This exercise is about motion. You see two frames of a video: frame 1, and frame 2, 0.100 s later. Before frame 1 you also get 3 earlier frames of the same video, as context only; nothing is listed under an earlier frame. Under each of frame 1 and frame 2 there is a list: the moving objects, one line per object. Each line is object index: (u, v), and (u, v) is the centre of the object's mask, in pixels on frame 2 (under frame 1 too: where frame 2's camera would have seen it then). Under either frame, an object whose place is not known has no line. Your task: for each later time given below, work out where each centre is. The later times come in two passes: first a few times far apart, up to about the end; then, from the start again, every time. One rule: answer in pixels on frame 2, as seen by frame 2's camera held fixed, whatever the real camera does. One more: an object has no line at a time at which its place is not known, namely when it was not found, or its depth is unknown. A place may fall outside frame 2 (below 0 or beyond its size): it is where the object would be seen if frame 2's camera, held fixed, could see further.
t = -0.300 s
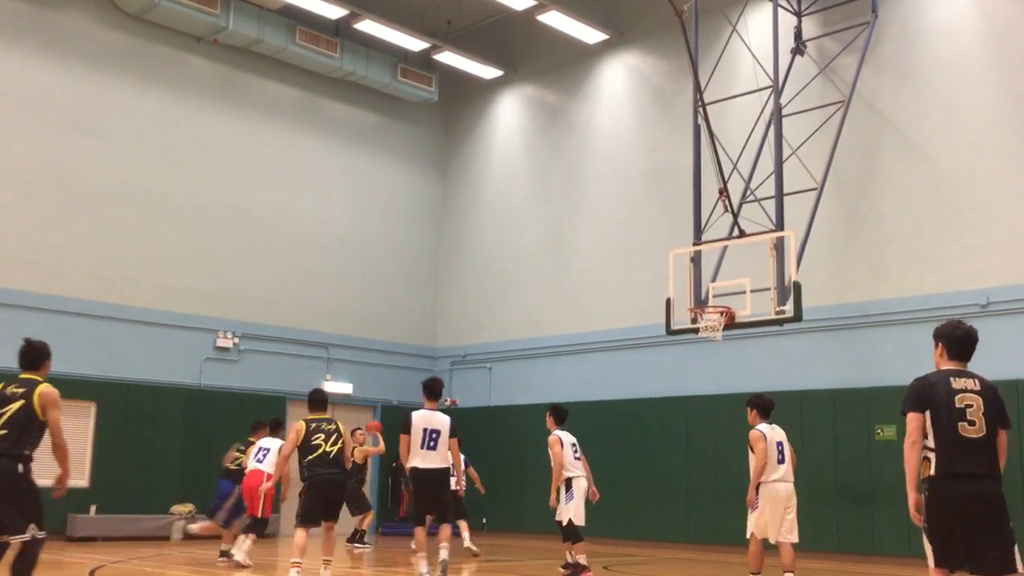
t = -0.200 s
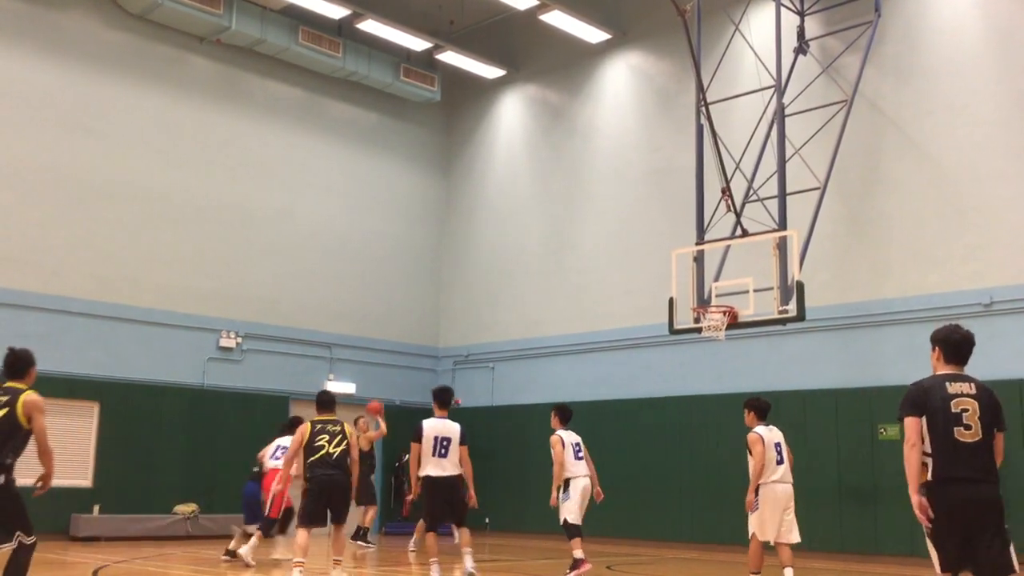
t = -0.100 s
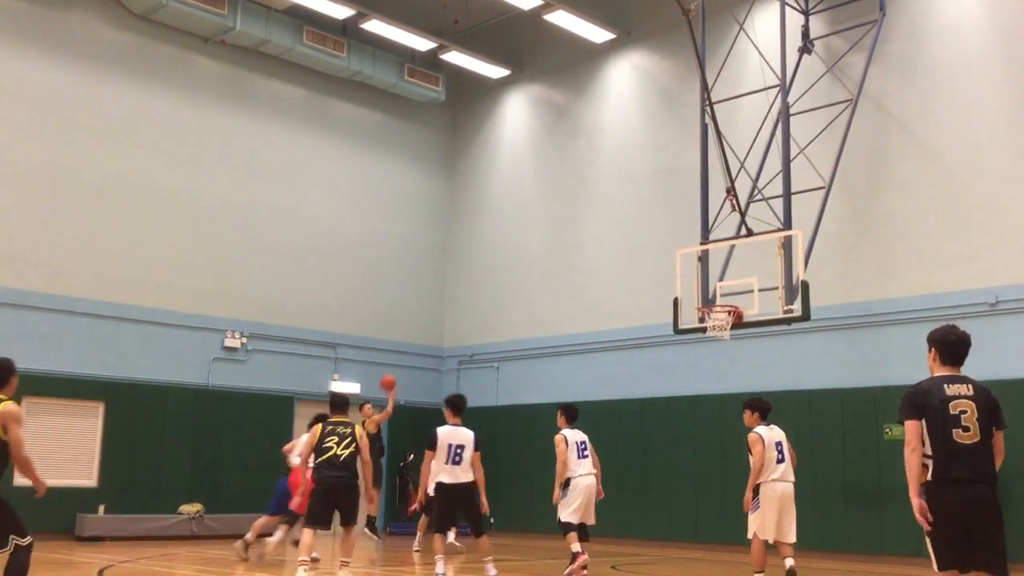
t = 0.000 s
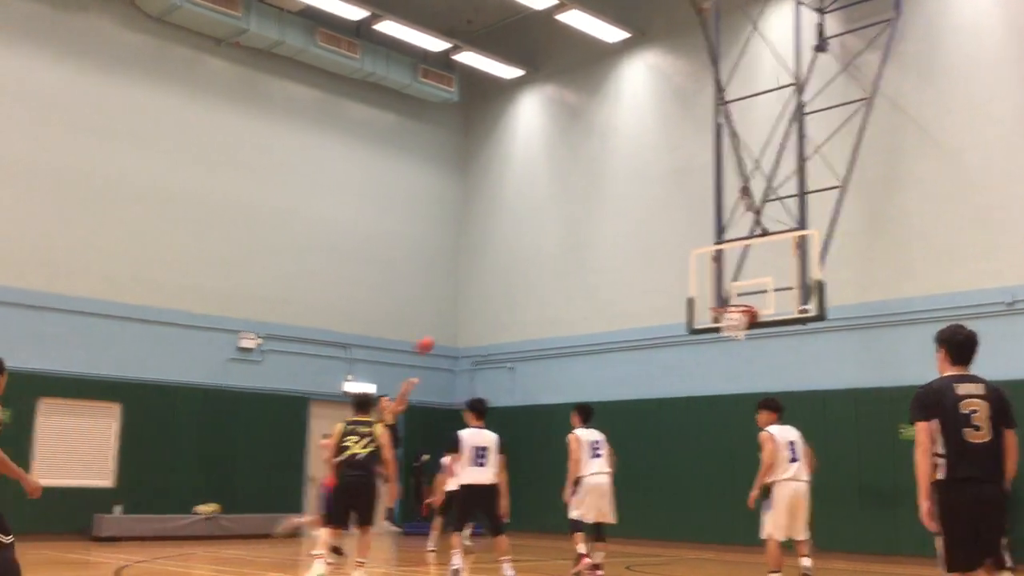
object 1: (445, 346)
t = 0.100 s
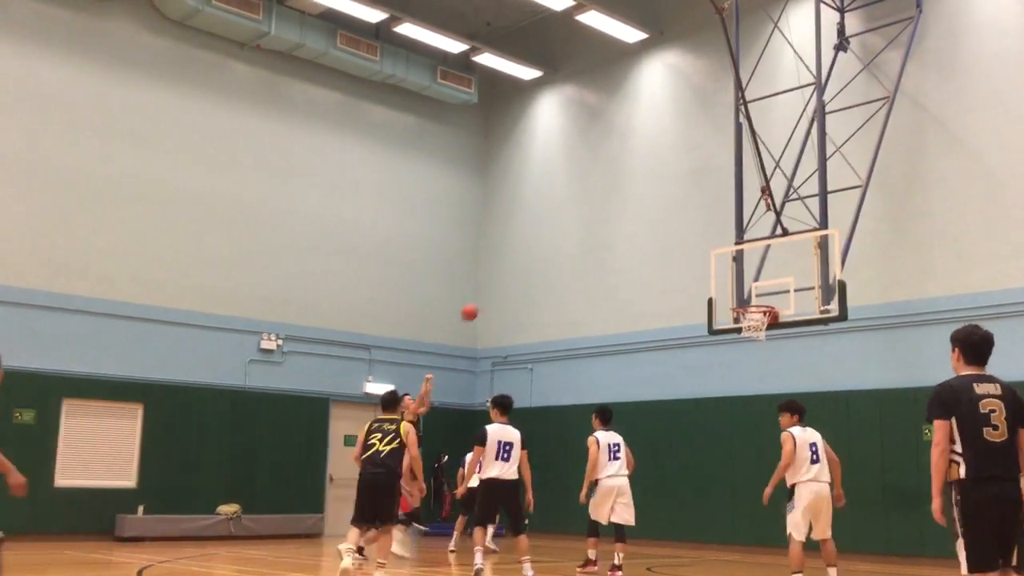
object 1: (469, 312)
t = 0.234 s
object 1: (504, 276)
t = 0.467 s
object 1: (566, 238)
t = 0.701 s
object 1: (633, 235)
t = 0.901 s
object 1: (695, 265)
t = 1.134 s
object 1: (761, 291)
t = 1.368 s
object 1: (821, 300)
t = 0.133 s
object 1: (478, 302)
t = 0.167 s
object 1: (487, 292)
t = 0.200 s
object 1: (495, 284)
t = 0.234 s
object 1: (504, 276)
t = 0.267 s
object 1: (512, 268)
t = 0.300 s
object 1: (521, 261)
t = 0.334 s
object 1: (530, 255)
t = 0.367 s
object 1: (540, 250)
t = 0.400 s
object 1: (548, 245)
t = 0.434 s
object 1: (557, 241)
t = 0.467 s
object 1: (566, 238)
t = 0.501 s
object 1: (576, 235)
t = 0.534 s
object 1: (585, 233)
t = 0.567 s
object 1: (594, 232)
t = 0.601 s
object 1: (604, 232)
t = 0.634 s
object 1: (613, 232)
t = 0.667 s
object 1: (623, 233)
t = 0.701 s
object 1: (633, 235)
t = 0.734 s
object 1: (643, 238)
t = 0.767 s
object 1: (653, 241)
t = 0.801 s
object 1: (663, 246)
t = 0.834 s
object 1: (674, 251)
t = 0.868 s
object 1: (684, 258)
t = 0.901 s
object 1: (695, 265)
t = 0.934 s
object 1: (706, 273)
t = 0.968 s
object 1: (716, 283)
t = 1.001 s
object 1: (728, 293)
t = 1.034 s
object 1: (738, 300)
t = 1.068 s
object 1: (746, 297)
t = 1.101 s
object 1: (754, 293)
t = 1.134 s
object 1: (761, 291)
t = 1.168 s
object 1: (770, 290)
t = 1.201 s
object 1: (779, 289)
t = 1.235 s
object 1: (786, 289)
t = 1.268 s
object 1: (795, 290)
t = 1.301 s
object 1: (803, 293)
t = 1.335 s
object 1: (811, 296)
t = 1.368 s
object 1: (821, 300)
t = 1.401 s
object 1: (829, 304)
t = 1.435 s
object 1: (838, 311)
